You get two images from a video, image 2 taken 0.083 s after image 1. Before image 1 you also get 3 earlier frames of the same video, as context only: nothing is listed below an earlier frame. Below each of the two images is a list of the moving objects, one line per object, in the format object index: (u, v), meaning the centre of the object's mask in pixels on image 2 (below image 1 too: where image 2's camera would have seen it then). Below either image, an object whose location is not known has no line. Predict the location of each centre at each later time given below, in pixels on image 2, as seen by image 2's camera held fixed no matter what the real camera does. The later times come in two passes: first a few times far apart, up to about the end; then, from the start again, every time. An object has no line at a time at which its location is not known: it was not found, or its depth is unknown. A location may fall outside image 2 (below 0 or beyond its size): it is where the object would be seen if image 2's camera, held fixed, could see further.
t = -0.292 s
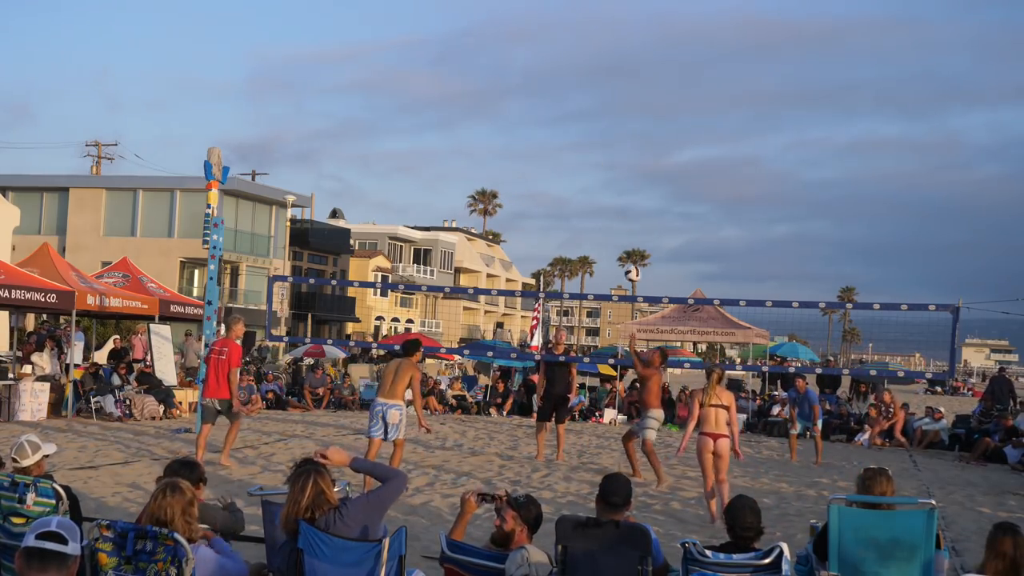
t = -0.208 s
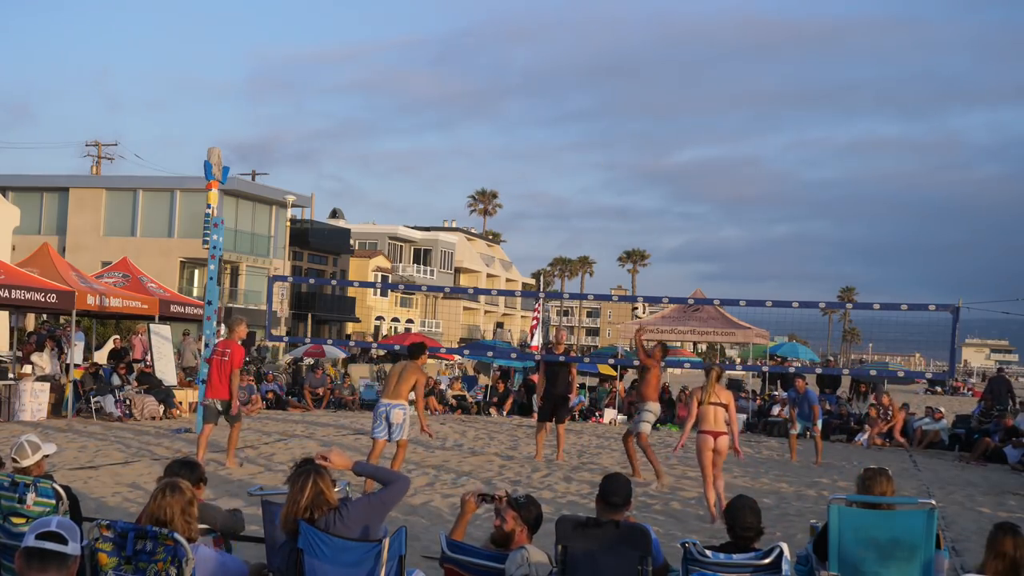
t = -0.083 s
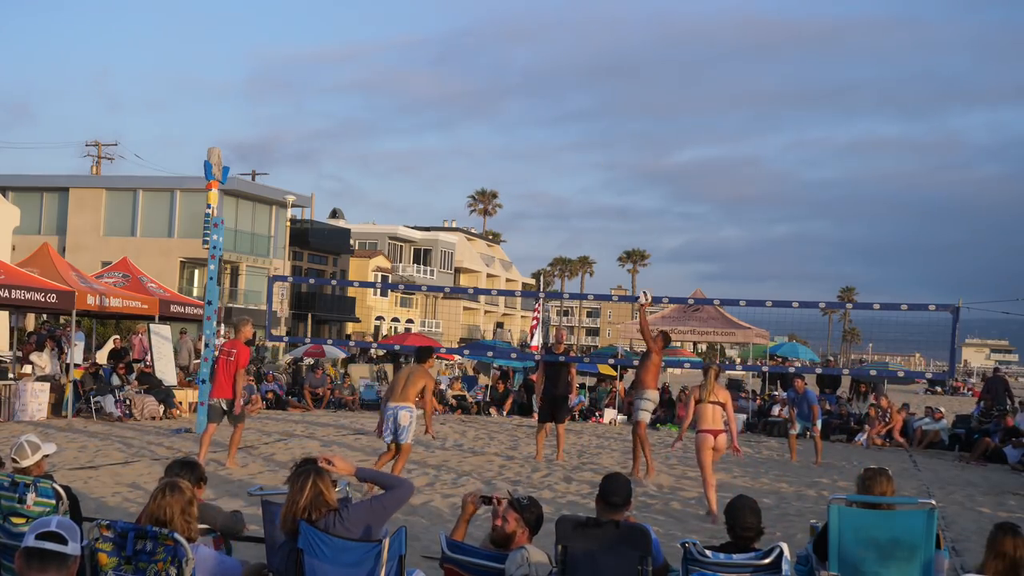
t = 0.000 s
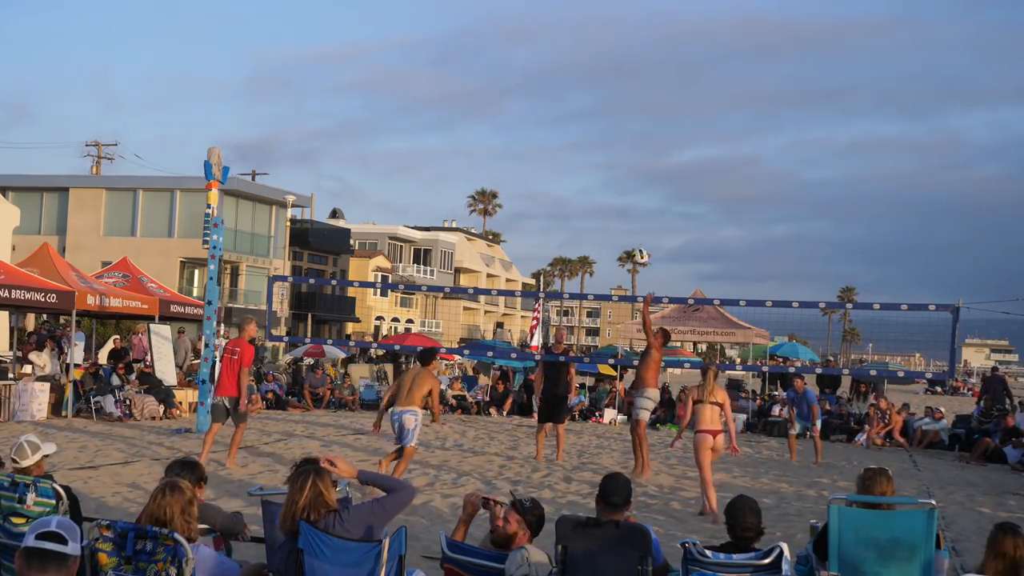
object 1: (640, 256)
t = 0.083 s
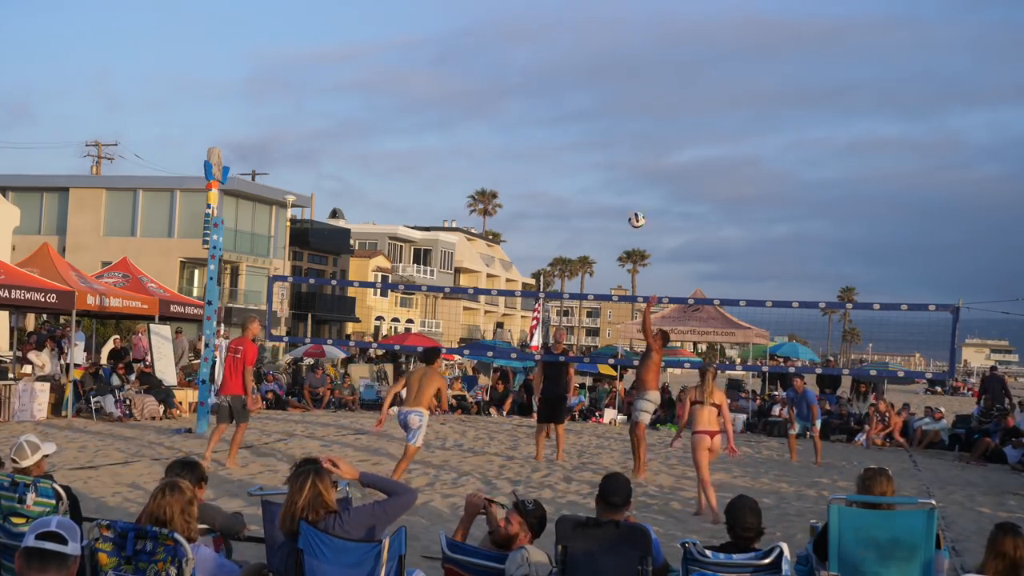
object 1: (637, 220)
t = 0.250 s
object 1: (629, 164)
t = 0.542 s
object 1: (613, 119)
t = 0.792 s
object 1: (594, 130)
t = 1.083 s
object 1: (569, 201)
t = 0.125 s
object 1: (635, 204)
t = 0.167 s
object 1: (633, 189)
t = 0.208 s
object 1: (631, 176)
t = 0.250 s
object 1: (629, 164)
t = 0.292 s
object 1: (627, 154)
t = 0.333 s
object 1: (625, 144)
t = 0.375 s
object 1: (623, 137)
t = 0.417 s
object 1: (620, 130)
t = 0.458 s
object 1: (618, 125)
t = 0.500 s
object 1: (615, 121)
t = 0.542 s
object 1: (613, 119)
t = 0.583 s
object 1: (610, 117)
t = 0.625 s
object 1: (607, 117)
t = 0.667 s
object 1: (604, 119)
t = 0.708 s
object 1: (601, 121)
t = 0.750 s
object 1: (597, 125)
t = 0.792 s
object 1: (594, 130)
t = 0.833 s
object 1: (591, 136)
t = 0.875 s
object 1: (587, 144)
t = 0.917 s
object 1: (584, 153)
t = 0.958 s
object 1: (581, 163)
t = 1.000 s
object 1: (577, 175)
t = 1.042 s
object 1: (573, 188)
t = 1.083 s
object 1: (569, 201)
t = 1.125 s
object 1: (565, 216)
